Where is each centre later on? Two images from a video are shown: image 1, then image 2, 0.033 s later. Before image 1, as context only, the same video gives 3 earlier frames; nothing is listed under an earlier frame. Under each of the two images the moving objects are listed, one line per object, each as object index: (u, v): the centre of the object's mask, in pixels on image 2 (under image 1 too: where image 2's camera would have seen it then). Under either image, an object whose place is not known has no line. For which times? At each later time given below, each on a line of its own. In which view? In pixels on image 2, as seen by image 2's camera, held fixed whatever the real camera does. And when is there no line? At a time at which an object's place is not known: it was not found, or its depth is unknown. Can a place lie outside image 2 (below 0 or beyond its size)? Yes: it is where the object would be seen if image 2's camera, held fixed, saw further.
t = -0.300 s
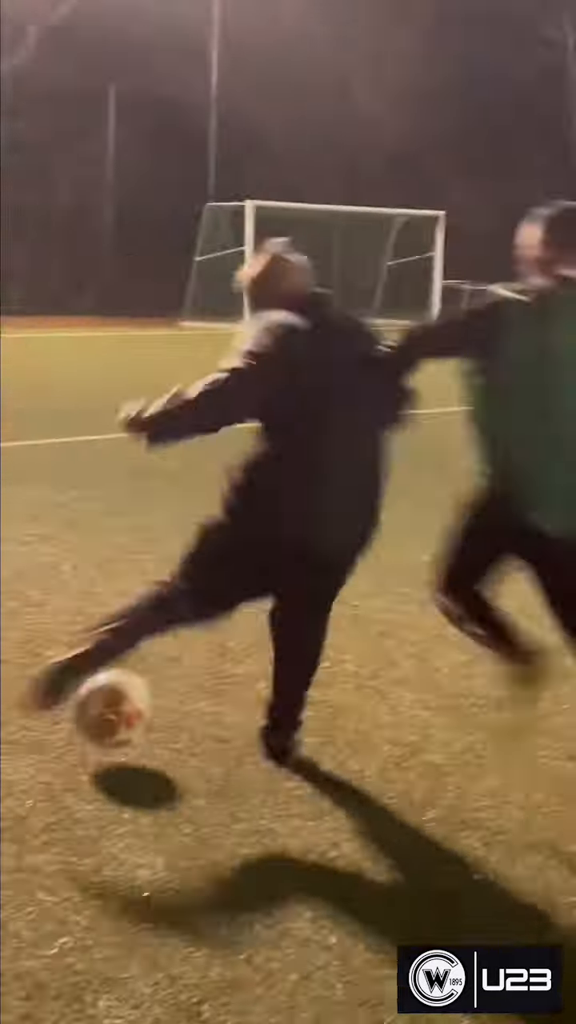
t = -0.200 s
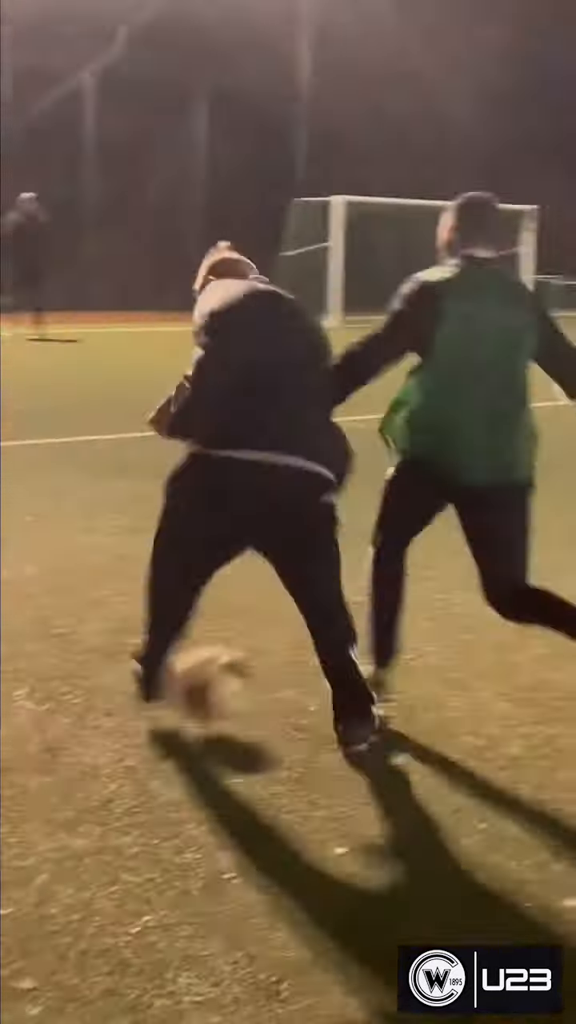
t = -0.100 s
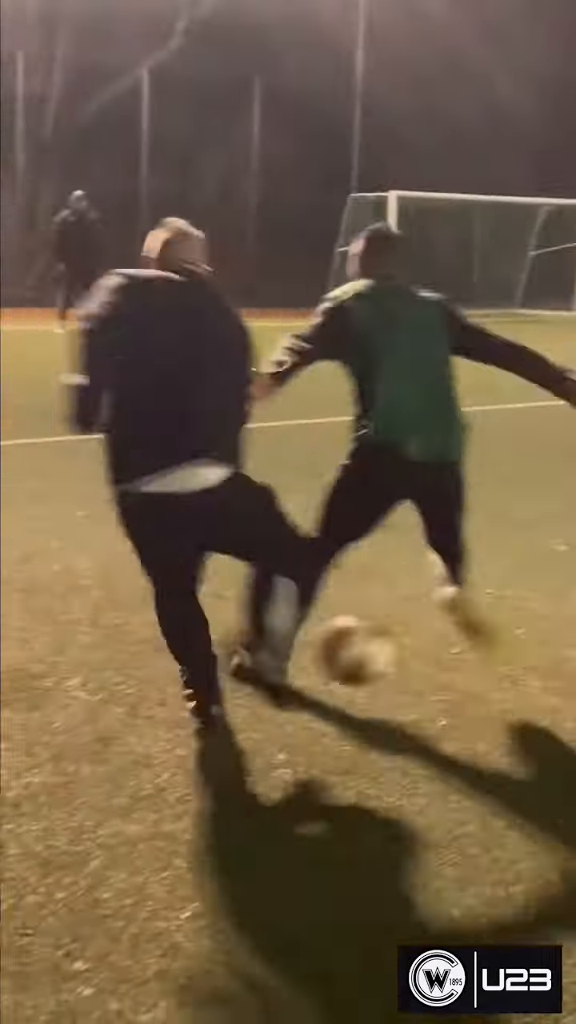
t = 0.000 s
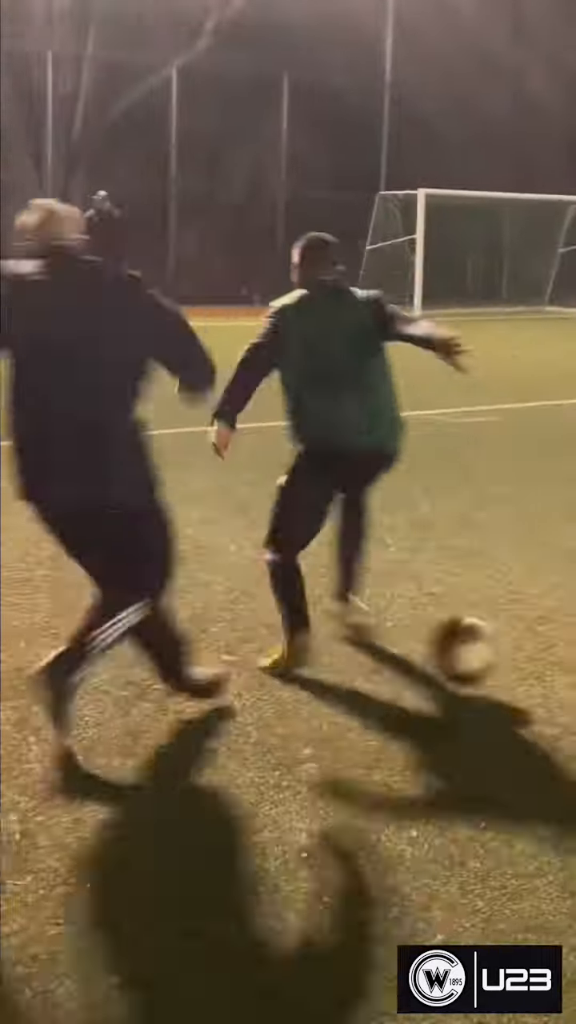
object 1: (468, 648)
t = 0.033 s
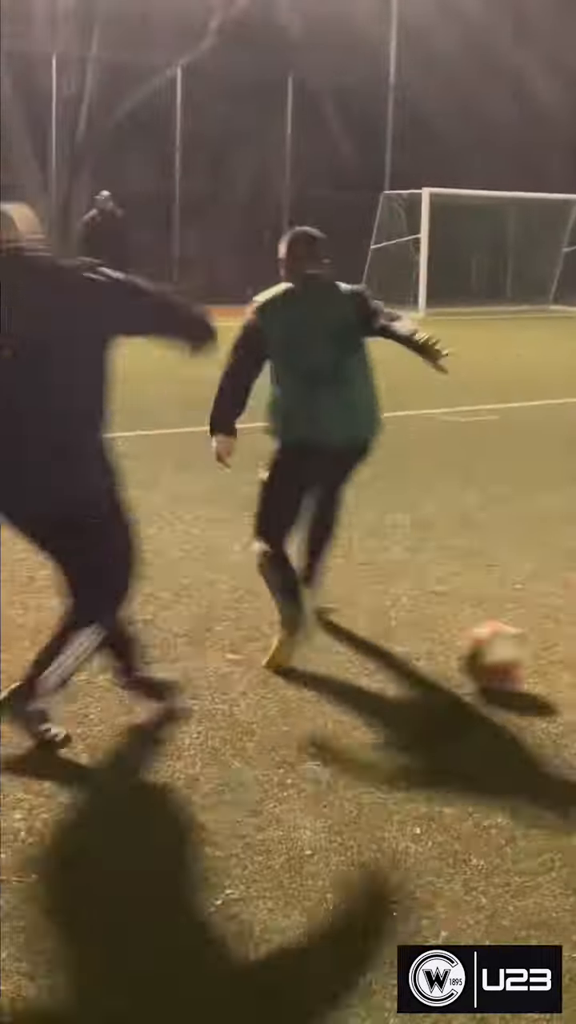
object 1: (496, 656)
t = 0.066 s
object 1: (515, 648)
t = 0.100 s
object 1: (533, 637)
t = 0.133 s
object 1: (551, 632)
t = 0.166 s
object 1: (565, 629)
